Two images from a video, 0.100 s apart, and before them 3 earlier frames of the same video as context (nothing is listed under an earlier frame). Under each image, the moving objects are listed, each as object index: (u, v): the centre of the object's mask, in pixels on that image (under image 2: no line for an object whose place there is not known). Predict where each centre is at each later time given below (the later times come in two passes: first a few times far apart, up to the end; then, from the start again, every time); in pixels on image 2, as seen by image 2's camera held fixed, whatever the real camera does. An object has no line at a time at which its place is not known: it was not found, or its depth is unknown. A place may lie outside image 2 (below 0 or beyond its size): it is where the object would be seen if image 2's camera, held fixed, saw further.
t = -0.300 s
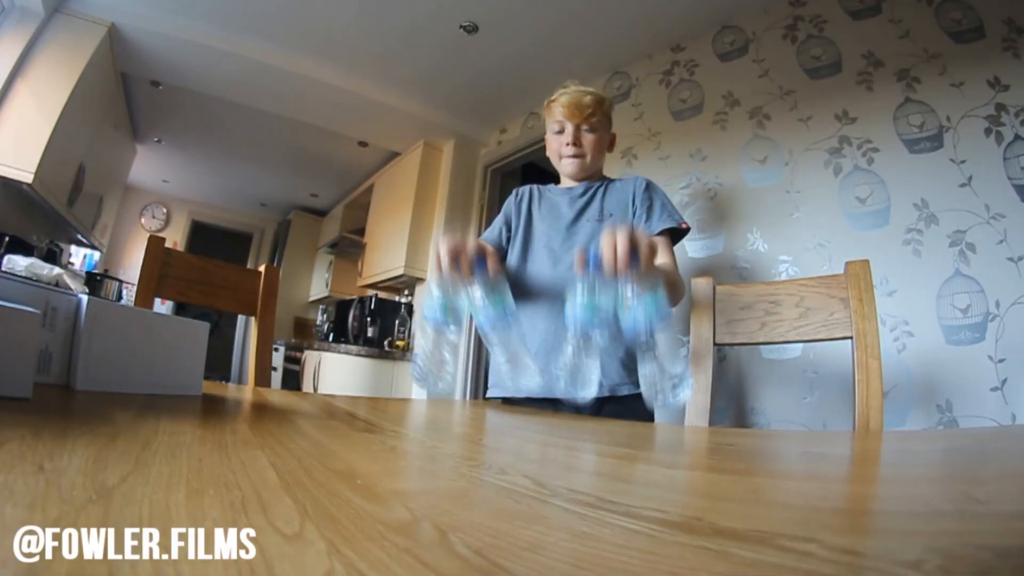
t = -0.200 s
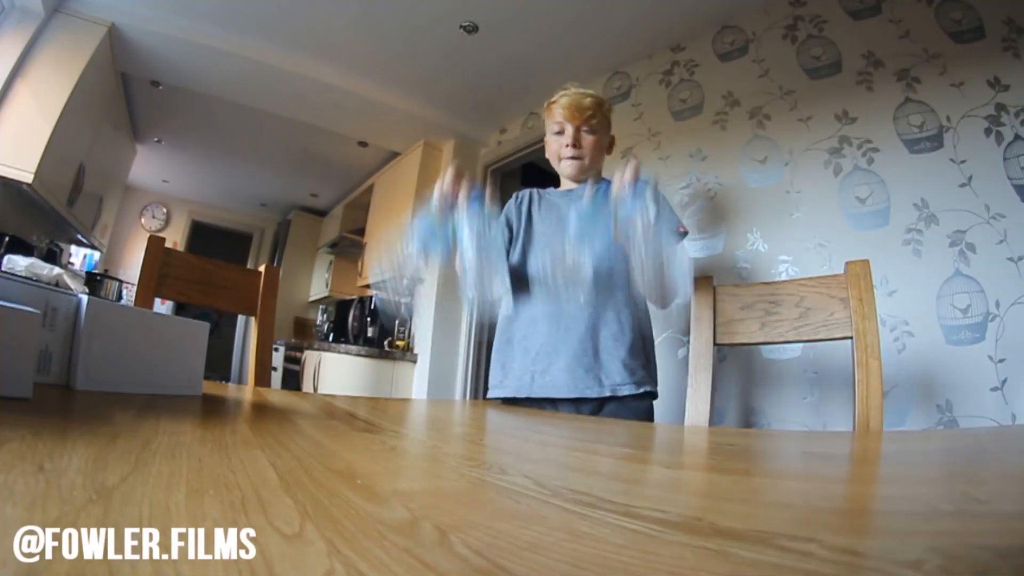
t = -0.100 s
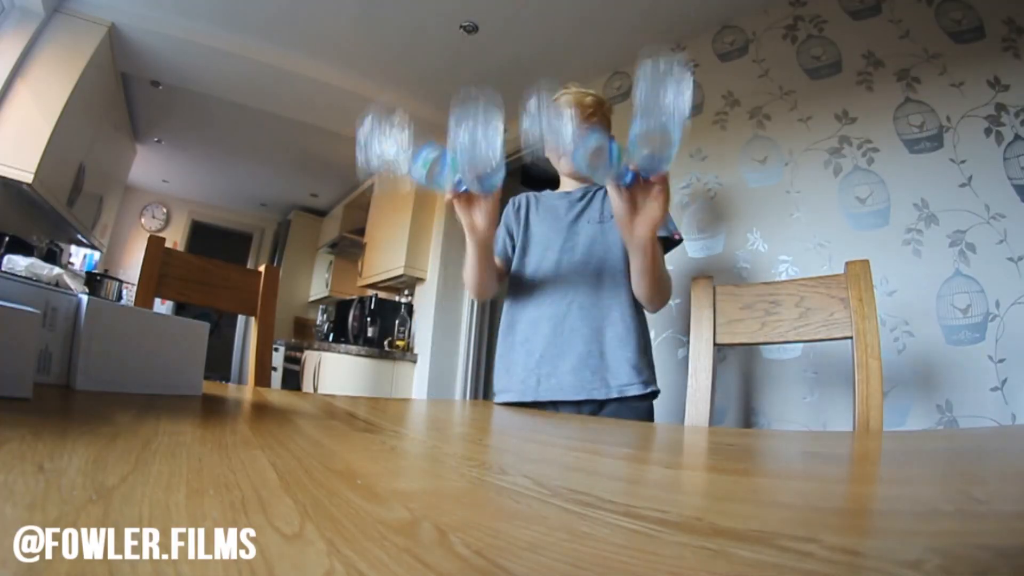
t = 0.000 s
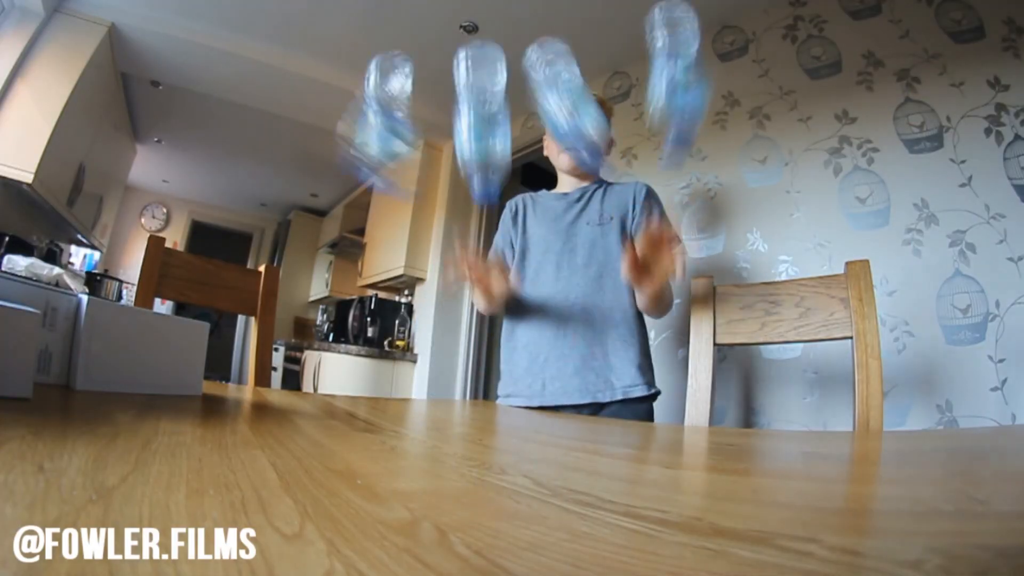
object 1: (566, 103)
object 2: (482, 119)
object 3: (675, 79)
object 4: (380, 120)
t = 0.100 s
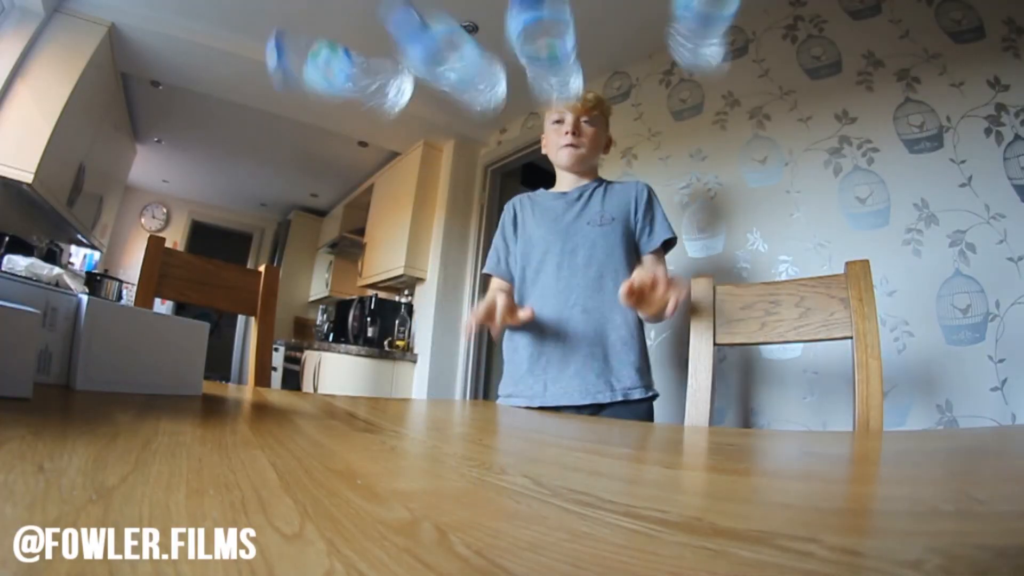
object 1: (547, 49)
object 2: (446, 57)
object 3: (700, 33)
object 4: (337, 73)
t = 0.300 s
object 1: (548, 334)
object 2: (399, 331)
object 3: (809, 261)
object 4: (282, 251)
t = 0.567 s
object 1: (562, 350)
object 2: (390, 335)
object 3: (846, 348)
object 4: (272, 323)
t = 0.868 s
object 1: (571, 348)
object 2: (390, 336)
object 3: (847, 349)
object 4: (273, 323)
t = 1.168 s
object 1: (571, 348)
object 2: (390, 335)
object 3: (847, 349)
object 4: (273, 323)
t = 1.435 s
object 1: (571, 348)
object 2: (390, 336)
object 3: (847, 349)
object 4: (273, 324)
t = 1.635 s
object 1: (571, 348)
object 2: (390, 336)
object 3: (847, 349)
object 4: (273, 324)
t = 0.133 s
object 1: (549, 59)
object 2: (443, 66)
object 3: (712, 44)
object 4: (341, 77)
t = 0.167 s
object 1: (550, 77)
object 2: (437, 81)
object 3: (728, 57)
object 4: (338, 94)
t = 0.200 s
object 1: (549, 97)
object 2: (431, 110)
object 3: (745, 84)
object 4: (328, 120)
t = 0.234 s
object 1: (550, 146)
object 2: (421, 151)
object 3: (761, 104)
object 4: (317, 161)
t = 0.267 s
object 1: (552, 224)
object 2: (401, 197)
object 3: (783, 150)
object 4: (303, 206)
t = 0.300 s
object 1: (548, 334)
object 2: (399, 331)
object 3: (809, 261)
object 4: (282, 251)
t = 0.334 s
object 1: (545, 343)
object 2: (399, 333)
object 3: (824, 345)
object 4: (272, 318)
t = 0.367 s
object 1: (549, 348)
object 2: (400, 334)
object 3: (826, 348)
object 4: (267, 319)
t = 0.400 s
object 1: (551, 351)
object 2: (402, 335)
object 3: (829, 349)
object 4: (267, 320)
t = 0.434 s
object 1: (553, 351)
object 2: (402, 334)
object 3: (834, 349)
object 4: (269, 321)
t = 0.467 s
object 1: (555, 351)
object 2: (397, 332)
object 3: (837, 349)
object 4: (272, 322)
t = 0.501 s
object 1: (558, 351)
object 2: (390, 334)
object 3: (844, 347)
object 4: (273, 323)
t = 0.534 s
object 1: (561, 350)
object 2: (388, 335)
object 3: (847, 348)
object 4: (273, 323)
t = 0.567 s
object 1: (562, 350)
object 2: (390, 335)
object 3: (846, 348)
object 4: (272, 323)
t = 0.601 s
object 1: (569, 343)
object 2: (391, 335)
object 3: (847, 348)
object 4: (273, 323)
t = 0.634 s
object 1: (573, 345)
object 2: (390, 335)
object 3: (847, 348)
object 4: (273, 323)
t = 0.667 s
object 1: (572, 346)
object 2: (390, 335)
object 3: (847, 349)
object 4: (273, 323)
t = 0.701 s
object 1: (568, 346)
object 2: (390, 335)
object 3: (847, 349)
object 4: (273, 323)
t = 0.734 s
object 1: (570, 346)
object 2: (390, 335)
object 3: (847, 349)
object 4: (273, 323)
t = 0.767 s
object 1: (571, 347)
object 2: (390, 335)
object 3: (847, 349)
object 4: (273, 323)
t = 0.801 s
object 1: (571, 346)
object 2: (390, 335)
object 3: (847, 349)
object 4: (273, 323)
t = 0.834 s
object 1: (571, 348)
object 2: (390, 335)
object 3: (847, 349)
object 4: (273, 323)
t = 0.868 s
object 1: (571, 348)
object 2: (390, 336)
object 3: (847, 349)
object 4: (273, 323)
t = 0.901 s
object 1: (571, 348)
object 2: (390, 335)
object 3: (847, 349)
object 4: (273, 323)
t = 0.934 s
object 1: (571, 348)
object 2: (390, 335)
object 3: (847, 349)
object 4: (273, 323)
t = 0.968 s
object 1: (571, 348)
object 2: (390, 335)
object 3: (847, 349)
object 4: (273, 323)
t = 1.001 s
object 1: (571, 348)
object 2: (390, 336)
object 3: (847, 349)
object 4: (273, 323)
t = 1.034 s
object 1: (571, 348)
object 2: (390, 336)
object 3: (847, 349)
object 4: (273, 323)
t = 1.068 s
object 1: (571, 348)
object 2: (390, 335)
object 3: (847, 349)
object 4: (273, 323)
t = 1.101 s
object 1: (571, 348)
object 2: (390, 335)
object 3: (847, 349)
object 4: (273, 323)
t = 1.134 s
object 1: (571, 348)
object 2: (390, 335)
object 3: (847, 349)
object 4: (273, 323)
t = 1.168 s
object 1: (571, 348)
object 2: (390, 335)
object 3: (847, 349)
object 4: (273, 323)
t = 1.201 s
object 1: (571, 348)
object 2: (390, 336)
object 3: (847, 349)
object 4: (273, 324)
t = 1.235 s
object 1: (571, 348)
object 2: (390, 336)
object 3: (847, 349)
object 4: (273, 324)
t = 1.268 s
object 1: (571, 348)
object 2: (390, 336)
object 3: (847, 349)
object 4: (273, 324)
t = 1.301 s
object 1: (571, 348)
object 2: (390, 336)
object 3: (847, 349)
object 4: (273, 324)
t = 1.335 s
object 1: (571, 348)
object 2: (390, 336)
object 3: (847, 349)
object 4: (273, 324)
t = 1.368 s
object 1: (571, 348)
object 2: (390, 335)
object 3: (847, 349)
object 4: (273, 323)
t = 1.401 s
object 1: (571, 348)
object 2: (390, 336)
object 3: (847, 349)
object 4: (273, 323)
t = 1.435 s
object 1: (571, 348)
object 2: (390, 336)
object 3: (847, 349)
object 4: (273, 324)
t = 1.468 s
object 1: (571, 348)
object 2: (390, 336)
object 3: (847, 349)
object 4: (273, 324)
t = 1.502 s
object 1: (571, 348)
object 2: (390, 336)
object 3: (847, 349)
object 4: (273, 324)
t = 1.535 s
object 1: (571, 348)
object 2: (390, 336)
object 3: (847, 349)
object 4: (273, 323)
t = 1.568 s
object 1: (571, 348)
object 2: (390, 336)
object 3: (847, 349)
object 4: (273, 324)
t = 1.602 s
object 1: (571, 348)
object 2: (390, 335)
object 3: (847, 349)
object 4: (273, 324)
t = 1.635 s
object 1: (571, 348)
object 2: (390, 336)
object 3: (847, 349)
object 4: (273, 324)
